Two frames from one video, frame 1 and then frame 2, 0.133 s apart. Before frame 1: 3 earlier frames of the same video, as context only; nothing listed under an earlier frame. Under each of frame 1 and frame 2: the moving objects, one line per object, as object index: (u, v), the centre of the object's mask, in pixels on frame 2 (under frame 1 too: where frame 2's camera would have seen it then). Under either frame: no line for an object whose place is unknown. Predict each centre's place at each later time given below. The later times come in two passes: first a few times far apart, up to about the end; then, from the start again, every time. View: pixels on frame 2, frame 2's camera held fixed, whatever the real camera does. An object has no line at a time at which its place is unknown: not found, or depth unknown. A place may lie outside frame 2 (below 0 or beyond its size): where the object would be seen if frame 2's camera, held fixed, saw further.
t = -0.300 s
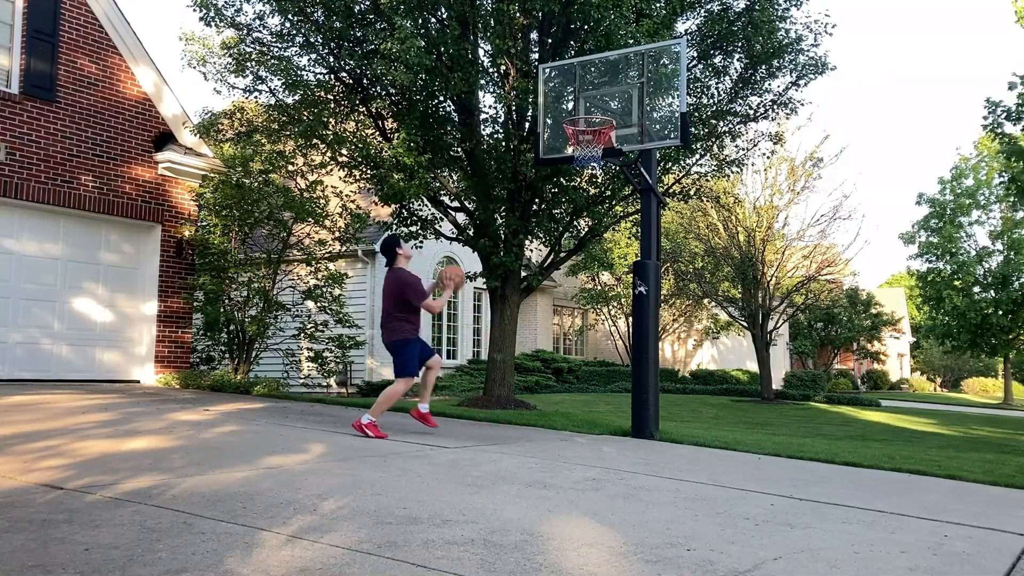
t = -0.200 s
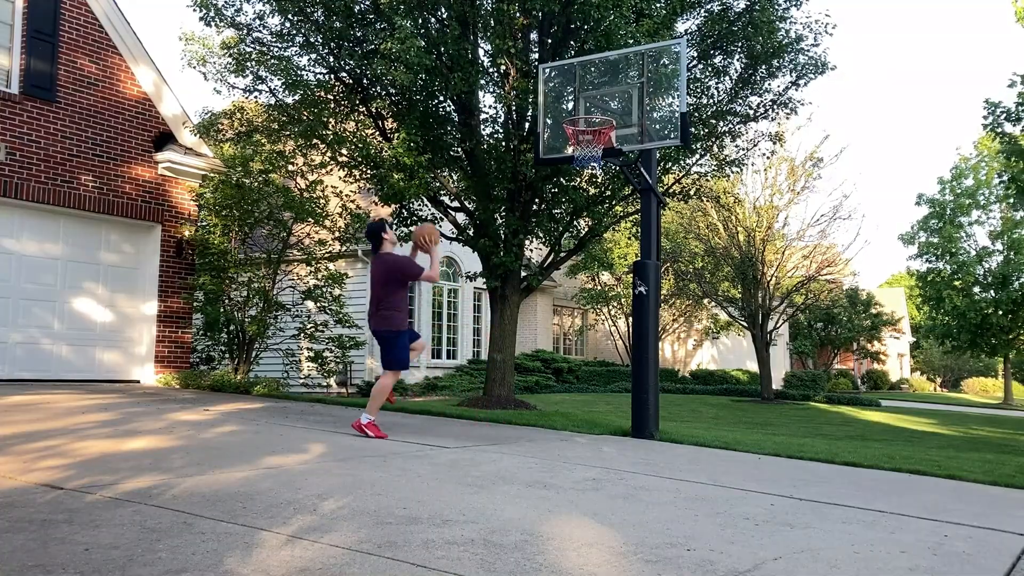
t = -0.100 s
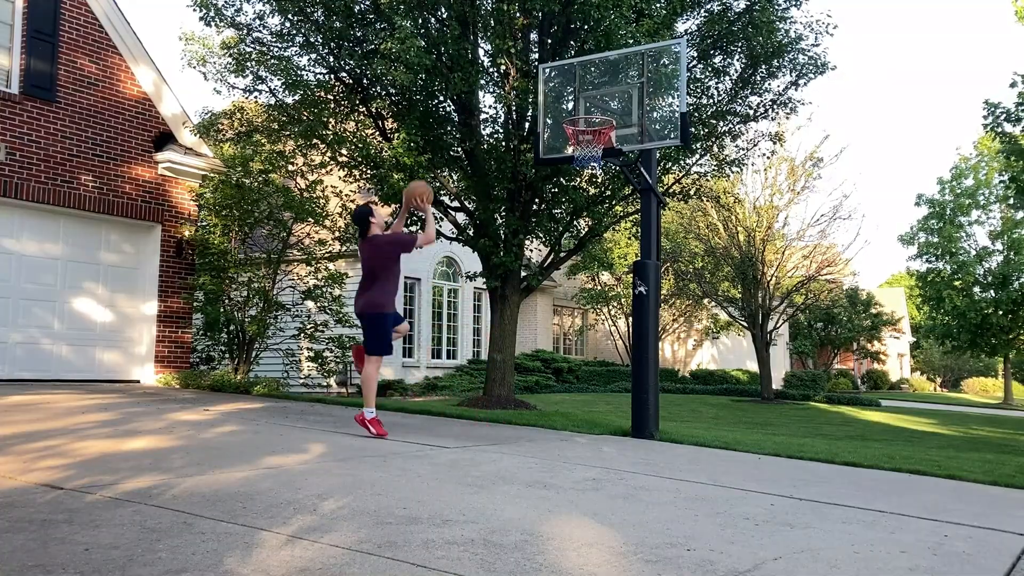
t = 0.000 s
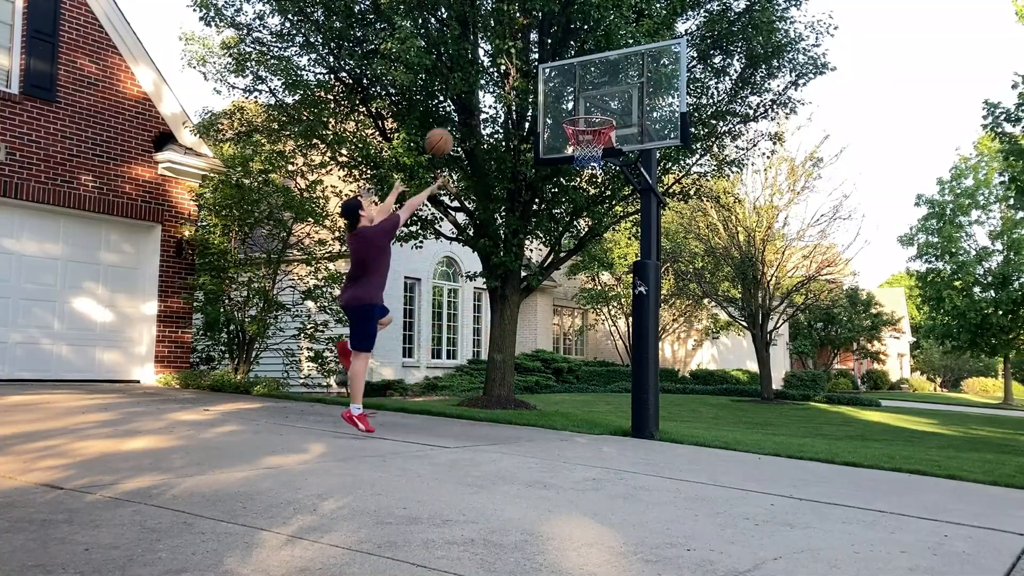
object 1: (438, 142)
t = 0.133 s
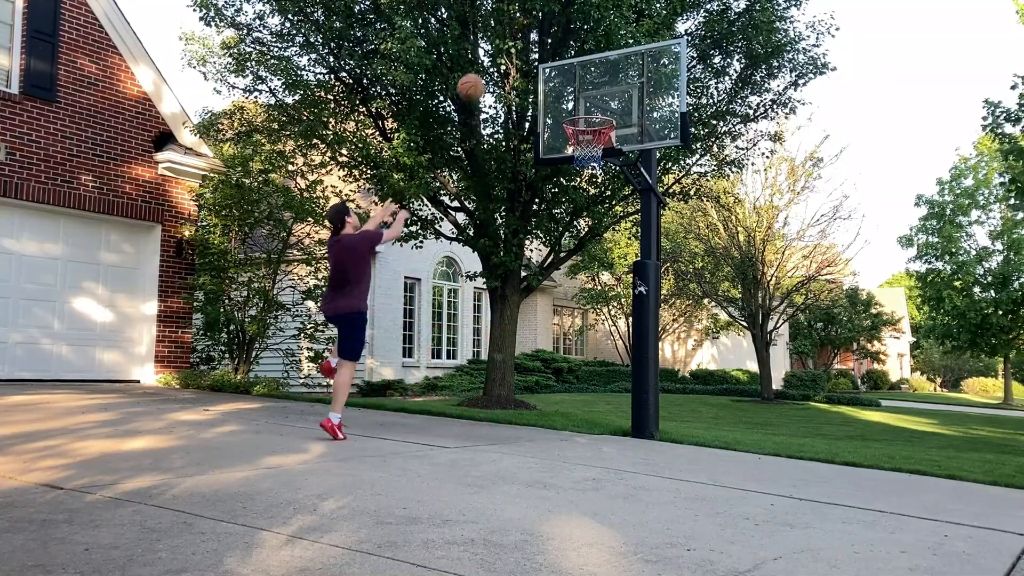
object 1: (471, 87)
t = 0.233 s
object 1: (494, 61)
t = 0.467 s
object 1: (543, 40)
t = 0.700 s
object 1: (589, 76)
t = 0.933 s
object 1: (584, 134)
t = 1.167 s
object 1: (583, 196)
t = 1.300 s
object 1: (583, 252)
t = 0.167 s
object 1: (478, 78)
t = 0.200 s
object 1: (486, 68)
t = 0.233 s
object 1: (494, 61)
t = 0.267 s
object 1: (502, 54)
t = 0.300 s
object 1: (508, 49)
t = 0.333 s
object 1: (516, 45)
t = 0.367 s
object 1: (523, 42)
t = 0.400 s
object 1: (529, 40)
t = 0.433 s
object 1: (536, 40)
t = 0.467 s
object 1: (543, 40)
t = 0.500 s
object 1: (550, 43)
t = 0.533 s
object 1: (557, 46)
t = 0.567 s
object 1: (563, 49)
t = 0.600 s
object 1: (570, 54)
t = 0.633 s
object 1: (576, 61)
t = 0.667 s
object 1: (583, 68)
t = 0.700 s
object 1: (589, 76)
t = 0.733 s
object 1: (589, 81)
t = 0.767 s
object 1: (588, 86)
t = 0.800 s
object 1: (587, 93)
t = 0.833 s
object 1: (586, 101)
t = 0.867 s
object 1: (585, 107)
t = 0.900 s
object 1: (585, 122)
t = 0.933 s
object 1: (584, 134)
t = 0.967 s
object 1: (584, 145)
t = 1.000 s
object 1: (584, 149)
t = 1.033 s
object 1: (583, 158)
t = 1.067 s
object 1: (583, 165)
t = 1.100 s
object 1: (583, 174)
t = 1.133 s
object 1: (583, 184)
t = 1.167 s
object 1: (583, 196)
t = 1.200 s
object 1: (583, 207)
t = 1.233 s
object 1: (583, 221)
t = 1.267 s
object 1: (583, 237)
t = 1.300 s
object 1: (583, 252)
